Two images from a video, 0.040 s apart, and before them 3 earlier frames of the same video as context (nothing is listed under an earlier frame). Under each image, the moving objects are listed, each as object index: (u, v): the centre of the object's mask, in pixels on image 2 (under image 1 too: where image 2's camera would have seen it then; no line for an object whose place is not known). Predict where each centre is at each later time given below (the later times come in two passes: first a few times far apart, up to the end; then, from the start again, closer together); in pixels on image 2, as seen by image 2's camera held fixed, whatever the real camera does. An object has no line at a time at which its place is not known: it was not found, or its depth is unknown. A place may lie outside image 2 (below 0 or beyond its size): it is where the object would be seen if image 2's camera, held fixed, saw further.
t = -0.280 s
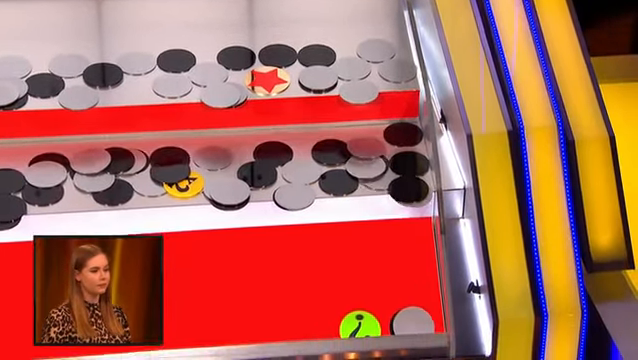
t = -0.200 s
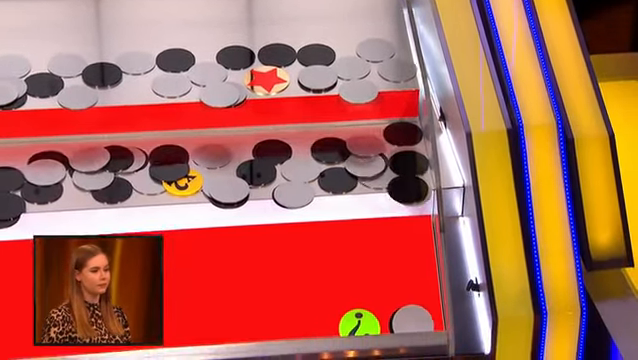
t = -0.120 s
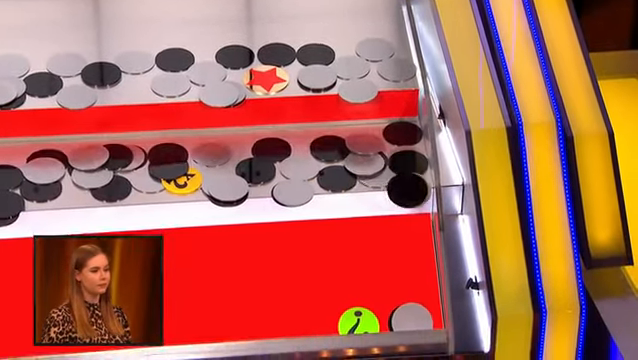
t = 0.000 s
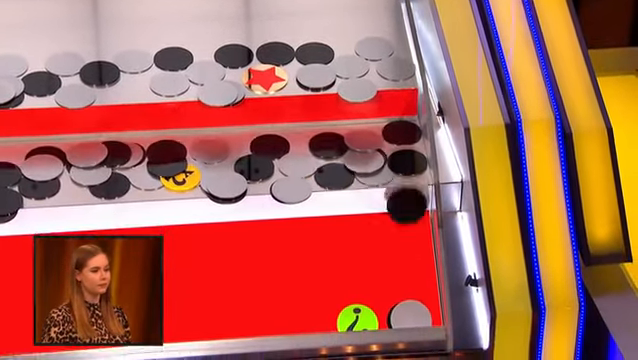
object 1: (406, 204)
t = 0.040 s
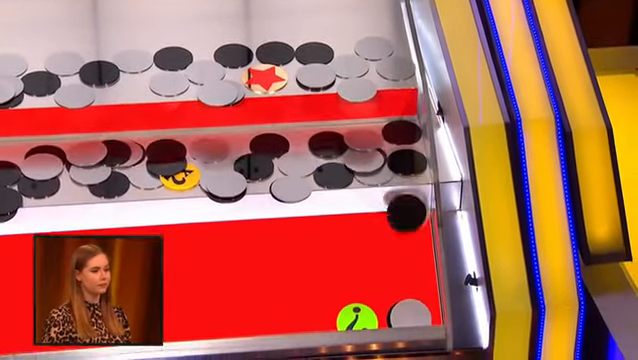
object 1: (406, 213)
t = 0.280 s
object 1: (414, 290)
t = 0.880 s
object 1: (420, 311)
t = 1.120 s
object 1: (420, 311)
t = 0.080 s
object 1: (408, 224)
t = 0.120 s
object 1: (409, 235)
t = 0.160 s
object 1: (410, 246)
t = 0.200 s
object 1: (412, 257)
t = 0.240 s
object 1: (413, 268)
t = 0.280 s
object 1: (414, 290)
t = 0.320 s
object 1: (416, 308)
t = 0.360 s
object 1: (417, 310)
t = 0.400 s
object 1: (418, 308)
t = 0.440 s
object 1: (420, 308)
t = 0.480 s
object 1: (420, 308)
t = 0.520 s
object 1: (421, 310)
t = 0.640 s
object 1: (420, 311)
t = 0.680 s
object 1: (420, 311)
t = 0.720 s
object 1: (420, 311)
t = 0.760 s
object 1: (420, 311)
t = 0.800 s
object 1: (420, 311)
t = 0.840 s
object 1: (420, 311)
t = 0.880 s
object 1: (420, 311)
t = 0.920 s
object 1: (420, 311)
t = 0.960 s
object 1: (420, 311)
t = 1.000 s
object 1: (420, 311)
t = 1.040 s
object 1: (420, 311)
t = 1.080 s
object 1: (420, 312)
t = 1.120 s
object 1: (420, 311)
